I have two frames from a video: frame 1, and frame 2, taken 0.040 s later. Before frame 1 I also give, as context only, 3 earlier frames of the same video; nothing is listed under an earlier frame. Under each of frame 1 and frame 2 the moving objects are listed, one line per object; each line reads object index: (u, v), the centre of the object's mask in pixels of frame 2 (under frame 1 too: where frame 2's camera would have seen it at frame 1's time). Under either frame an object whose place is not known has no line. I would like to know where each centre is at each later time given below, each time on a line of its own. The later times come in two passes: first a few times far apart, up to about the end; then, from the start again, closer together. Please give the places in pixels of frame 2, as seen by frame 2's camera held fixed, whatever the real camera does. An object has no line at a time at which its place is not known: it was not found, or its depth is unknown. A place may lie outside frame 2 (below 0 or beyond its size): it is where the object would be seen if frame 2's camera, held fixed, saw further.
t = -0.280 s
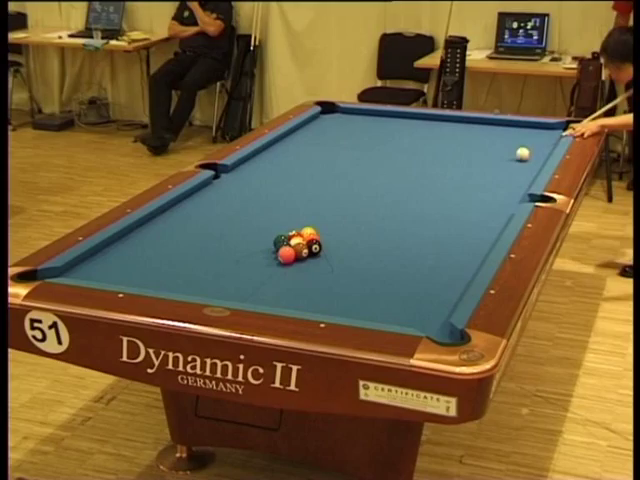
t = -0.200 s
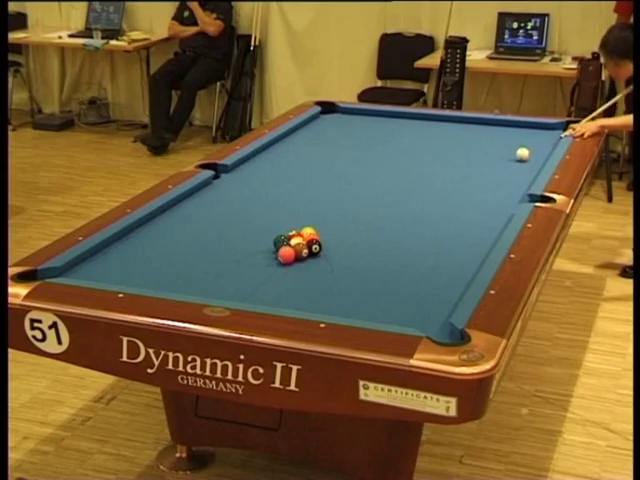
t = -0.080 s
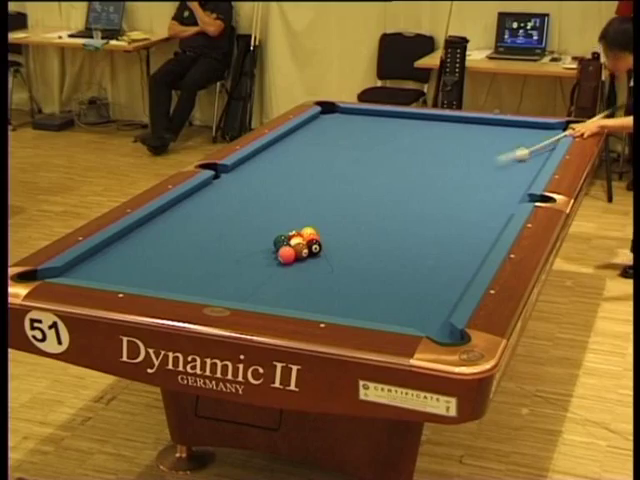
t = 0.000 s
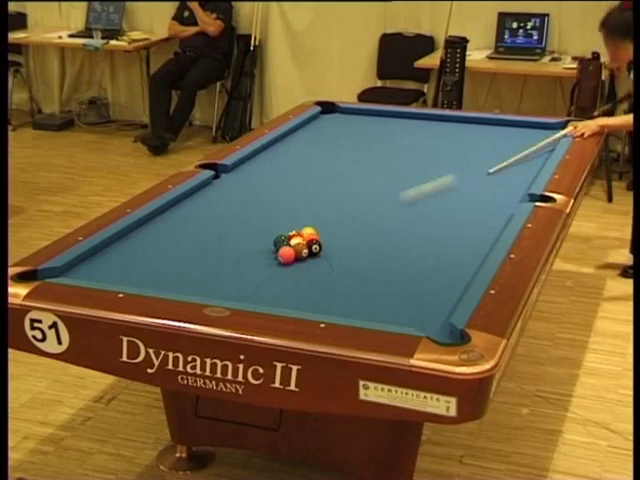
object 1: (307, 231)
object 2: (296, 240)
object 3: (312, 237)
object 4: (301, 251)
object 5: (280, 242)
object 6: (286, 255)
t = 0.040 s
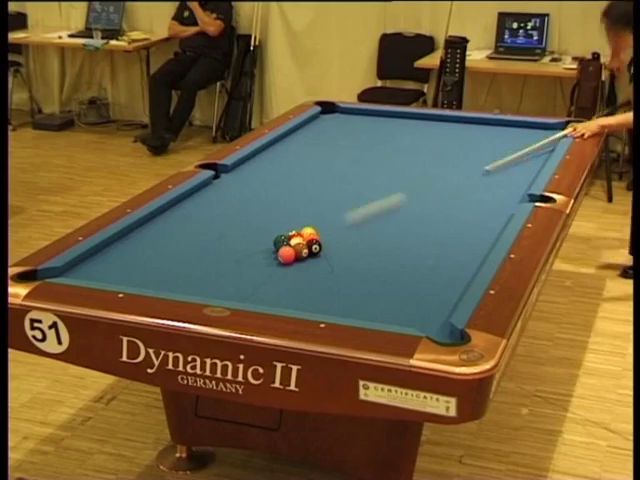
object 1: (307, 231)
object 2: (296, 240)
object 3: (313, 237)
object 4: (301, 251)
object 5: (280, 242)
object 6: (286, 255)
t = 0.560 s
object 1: (261, 197)
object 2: (300, 247)
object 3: (333, 241)
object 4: (412, 272)
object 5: (235, 274)
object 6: (304, 306)
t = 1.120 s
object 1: (222, 171)
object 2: (301, 248)
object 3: (351, 242)
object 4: (443, 249)
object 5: (193, 290)
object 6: (354, 299)
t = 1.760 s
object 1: (247, 167)
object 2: (301, 249)
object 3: (364, 241)
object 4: (434, 251)
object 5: (205, 275)
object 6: (400, 289)
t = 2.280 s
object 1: (269, 162)
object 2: (301, 248)
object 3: (368, 242)
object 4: (432, 252)
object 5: (213, 264)
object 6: (430, 282)
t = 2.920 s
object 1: (290, 157)
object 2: (301, 248)
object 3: (368, 242)
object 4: (432, 252)
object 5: (220, 254)
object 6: (456, 276)
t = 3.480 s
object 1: (303, 155)
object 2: (301, 248)
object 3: (368, 242)
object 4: (432, 252)
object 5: (223, 249)
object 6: (470, 272)
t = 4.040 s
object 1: (312, 153)
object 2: (301, 248)
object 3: (368, 242)
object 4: (432, 252)
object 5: (225, 246)
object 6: (469, 270)
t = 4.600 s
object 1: (316, 152)
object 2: (301, 248)
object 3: (368, 242)
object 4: (432, 251)
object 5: (226, 246)
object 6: (468, 270)
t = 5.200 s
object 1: (316, 152)
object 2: (301, 248)
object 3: (368, 242)
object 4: (432, 252)
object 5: (227, 246)
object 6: (468, 270)
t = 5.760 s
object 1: (317, 152)
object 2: (301, 248)
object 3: (368, 242)
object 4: (432, 252)
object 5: (227, 246)
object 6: (468, 270)
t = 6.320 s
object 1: (317, 152)
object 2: (301, 248)
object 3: (368, 242)
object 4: (432, 251)
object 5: (227, 246)
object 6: (468, 270)
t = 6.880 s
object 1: (317, 152)
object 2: (301, 248)
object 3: (368, 241)
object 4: (432, 252)
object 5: (227, 246)
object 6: (468, 270)
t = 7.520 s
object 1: (316, 152)
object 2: (301, 249)
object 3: (368, 242)
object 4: (432, 252)
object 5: (227, 246)
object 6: (468, 270)
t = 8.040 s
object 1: (317, 152)
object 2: (301, 249)
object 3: (368, 242)
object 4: (432, 252)
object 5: (227, 246)
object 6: (468, 270)
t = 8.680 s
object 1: (316, 152)
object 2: (301, 249)
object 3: (368, 242)
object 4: (432, 252)
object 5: (227, 246)
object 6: (468, 270)
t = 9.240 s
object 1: (316, 152)
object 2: (301, 248)
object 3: (368, 242)
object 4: (432, 252)
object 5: (226, 246)
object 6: (468, 270)
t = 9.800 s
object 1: (316, 152)
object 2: (301, 248)
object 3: (368, 242)
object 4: (432, 251)
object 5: (226, 246)
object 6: (468, 270)
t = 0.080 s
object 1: (307, 231)
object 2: (296, 241)
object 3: (313, 237)
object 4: (301, 251)
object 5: (280, 242)
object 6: (286, 256)
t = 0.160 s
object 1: (297, 227)
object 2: (298, 245)
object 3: (316, 241)
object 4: (307, 265)
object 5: (274, 254)
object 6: (285, 280)
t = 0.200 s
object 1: (292, 223)
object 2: (298, 245)
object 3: (317, 241)
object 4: (309, 272)
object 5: (270, 256)
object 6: (284, 293)
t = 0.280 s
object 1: (284, 217)
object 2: (299, 246)
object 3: (321, 241)
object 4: (314, 284)
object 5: (262, 260)
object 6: (294, 302)
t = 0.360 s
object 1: (277, 211)
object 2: (299, 247)
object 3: (324, 241)
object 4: (334, 287)
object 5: (254, 264)
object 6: (305, 300)
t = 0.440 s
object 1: (270, 205)
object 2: (299, 247)
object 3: (328, 241)
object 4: (368, 280)
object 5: (247, 268)
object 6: (299, 304)
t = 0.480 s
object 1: (267, 202)
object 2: (299, 247)
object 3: (330, 241)
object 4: (383, 277)
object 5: (243, 270)
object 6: (297, 307)
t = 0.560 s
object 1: (261, 197)
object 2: (300, 247)
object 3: (333, 241)
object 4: (412, 272)
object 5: (235, 274)
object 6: (304, 306)
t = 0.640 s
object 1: (255, 192)
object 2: (300, 248)
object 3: (336, 241)
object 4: (439, 268)
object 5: (228, 278)
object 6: (311, 305)
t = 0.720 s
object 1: (249, 187)
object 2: (300, 248)
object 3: (339, 241)
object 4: (465, 266)
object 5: (220, 282)
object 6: (319, 305)
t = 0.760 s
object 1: (246, 184)
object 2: (301, 248)
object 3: (340, 241)
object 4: (475, 263)
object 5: (216, 284)
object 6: (323, 305)
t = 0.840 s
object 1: (241, 179)
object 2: (301, 248)
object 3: (343, 241)
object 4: (466, 259)
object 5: (208, 287)
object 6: (330, 304)
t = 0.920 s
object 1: (235, 175)
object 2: (301, 248)
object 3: (346, 242)
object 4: (457, 254)
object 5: (200, 289)
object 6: (337, 303)
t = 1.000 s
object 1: (230, 171)
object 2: (301, 248)
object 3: (348, 242)
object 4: (448, 249)
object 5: (193, 291)
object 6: (344, 301)
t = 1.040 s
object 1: (227, 169)
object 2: (301, 248)
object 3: (349, 241)
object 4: (444, 248)
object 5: (192, 291)
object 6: (347, 300)
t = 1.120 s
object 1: (222, 171)
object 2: (301, 248)
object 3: (351, 242)
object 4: (443, 249)
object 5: (193, 290)
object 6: (354, 299)
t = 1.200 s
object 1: (219, 173)
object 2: (301, 248)
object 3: (353, 241)
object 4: (441, 249)
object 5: (195, 288)
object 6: (361, 297)
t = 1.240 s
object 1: (221, 172)
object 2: (301, 249)
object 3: (354, 241)
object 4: (440, 250)
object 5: (196, 287)
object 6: (364, 297)
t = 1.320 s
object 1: (224, 171)
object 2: (301, 249)
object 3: (356, 242)
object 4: (439, 250)
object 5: (197, 286)
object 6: (370, 295)
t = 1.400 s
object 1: (229, 170)
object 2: (301, 248)
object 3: (358, 241)
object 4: (438, 250)
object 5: (199, 284)
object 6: (376, 294)
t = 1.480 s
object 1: (233, 170)
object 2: (301, 249)
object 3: (360, 241)
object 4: (437, 250)
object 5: (201, 282)
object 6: (381, 293)
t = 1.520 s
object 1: (235, 169)
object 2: (301, 248)
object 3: (360, 242)
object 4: (436, 250)
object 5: (201, 280)
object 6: (384, 292)
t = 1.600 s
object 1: (239, 168)
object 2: (301, 248)
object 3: (362, 241)
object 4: (435, 251)
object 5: (201, 278)
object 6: (390, 291)
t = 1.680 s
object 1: (243, 168)
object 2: (301, 248)
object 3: (363, 242)
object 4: (435, 251)
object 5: (202, 277)
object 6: (395, 290)
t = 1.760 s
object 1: (247, 167)
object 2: (301, 249)
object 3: (364, 241)
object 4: (434, 251)
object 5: (205, 275)
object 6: (400, 289)
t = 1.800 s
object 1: (248, 166)
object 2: (301, 248)
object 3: (365, 241)
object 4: (434, 251)
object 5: (206, 274)
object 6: (403, 288)
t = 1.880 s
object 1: (252, 166)
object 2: (301, 248)
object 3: (366, 241)
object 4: (433, 251)
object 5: (208, 272)
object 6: (408, 287)
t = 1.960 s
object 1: (256, 165)
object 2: (301, 248)
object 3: (366, 241)
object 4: (433, 252)
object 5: (209, 270)
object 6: (412, 286)
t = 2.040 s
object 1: (259, 164)
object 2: (301, 248)
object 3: (367, 241)
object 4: (433, 251)
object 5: (210, 268)
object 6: (417, 285)
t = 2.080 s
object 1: (261, 164)
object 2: (301, 248)
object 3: (367, 241)
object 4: (433, 252)
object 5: (211, 267)
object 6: (419, 285)
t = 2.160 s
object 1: (264, 163)
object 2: (301, 248)
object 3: (368, 242)
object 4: (432, 252)
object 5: (212, 266)
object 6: (424, 284)
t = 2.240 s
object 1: (267, 162)
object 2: (301, 248)
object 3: (368, 242)
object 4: (432, 252)
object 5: (213, 265)
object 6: (428, 283)
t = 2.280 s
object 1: (269, 162)
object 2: (301, 248)
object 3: (368, 242)
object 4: (432, 252)
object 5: (213, 264)
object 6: (430, 282)
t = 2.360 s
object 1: (272, 161)
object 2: (301, 248)
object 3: (368, 242)
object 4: (432, 252)
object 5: (214, 262)
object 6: (434, 282)
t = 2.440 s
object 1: (274, 161)
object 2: (301, 248)
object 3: (368, 242)
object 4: (432, 252)
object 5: (215, 261)
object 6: (437, 281)
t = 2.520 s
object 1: (277, 160)
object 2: (301, 248)
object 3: (368, 242)
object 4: (432, 252)
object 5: (216, 259)
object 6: (441, 280)
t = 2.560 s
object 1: (279, 160)
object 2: (301, 248)
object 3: (368, 242)
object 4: (432, 252)
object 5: (217, 258)
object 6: (443, 280)
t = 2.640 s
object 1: (281, 159)
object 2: (301, 248)
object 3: (368, 242)
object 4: (432, 251)
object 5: (218, 258)
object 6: (446, 278)
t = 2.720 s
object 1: (284, 159)
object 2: (301, 248)
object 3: (368, 242)
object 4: (432, 251)
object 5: (218, 257)
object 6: (449, 278)
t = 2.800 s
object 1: (286, 159)
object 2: (301, 248)
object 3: (368, 242)
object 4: (432, 251)
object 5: (219, 256)
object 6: (452, 277)
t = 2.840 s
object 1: (287, 158)
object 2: (301, 248)
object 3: (368, 242)
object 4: (432, 252)
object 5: (220, 255)
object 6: (454, 277)
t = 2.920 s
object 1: (290, 157)
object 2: (301, 248)
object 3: (368, 242)
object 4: (432, 252)
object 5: (220, 254)
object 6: (456, 276)
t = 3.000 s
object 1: (292, 157)
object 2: (301, 248)
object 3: (368, 242)
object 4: (432, 252)
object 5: (221, 253)
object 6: (459, 275)
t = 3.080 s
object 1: (294, 157)
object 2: (301, 248)
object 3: (368, 242)
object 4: (432, 251)
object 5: (221, 252)
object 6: (462, 275)
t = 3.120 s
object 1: (295, 156)
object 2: (301, 248)
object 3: (368, 242)
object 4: (432, 252)
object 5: (222, 251)
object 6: (463, 275)
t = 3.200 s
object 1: (297, 156)
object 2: (301, 248)
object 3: (368, 242)
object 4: (432, 251)
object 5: (222, 251)
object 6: (465, 274)
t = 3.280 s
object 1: (299, 156)
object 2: (301, 248)
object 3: (368, 242)
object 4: (432, 252)
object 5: (223, 250)
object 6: (467, 274)
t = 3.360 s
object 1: (300, 155)
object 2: (301, 248)
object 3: (368, 241)
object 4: (432, 252)
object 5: (223, 249)
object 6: (469, 273)
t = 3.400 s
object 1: (301, 155)
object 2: (301, 248)
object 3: (368, 242)
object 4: (432, 252)
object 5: (223, 249)
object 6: (470, 272)
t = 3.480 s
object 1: (303, 155)
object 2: (301, 248)
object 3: (368, 242)
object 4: (432, 252)
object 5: (223, 249)
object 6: (470, 272)
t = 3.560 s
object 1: (304, 154)
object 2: (301, 248)
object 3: (368, 242)
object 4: (432, 252)
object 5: (223, 248)
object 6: (470, 271)
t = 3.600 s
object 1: (305, 154)
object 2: (301, 248)
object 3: (368, 242)
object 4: (432, 252)
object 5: (224, 248)
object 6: (470, 271)
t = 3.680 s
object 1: (306, 154)
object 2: (301, 248)
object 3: (368, 242)
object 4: (432, 252)
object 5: (224, 247)
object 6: (470, 271)
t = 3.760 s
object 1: (308, 154)
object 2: (301, 248)
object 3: (368, 242)
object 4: (432, 252)
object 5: (224, 247)
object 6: (470, 271)
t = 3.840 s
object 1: (309, 154)
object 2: (301, 248)
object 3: (368, 242)
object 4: (432, 252)
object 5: (224, 247)
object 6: (469, 271)
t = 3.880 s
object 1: (309, 154)
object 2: (301, 248)
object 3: (368, 242)
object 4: (432, 252)
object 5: (224, 247)
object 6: (469, 271)
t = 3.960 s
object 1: (311, 153)
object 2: (301, 248)
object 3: (368, 242)
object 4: (432, 251)
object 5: (224, 247)
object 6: (469, 270)
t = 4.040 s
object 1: (312, 153)
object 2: (301, 248)
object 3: (368, 242)
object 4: (432, 252)
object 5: (225, 246)
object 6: (469, 270)
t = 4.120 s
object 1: (312, 153)
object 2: (301, 248)
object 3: (368, 242)
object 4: (432, 251)
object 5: (225, 246)
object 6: (468, 270)
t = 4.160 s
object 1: (313, 153)
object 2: (301, 248)
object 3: (368, 242)
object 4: (432, 252)
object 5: (226, 246)
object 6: (468, 270)
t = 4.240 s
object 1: (313, 153)
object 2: (301, 248)
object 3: (368, 242)
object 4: (432, 251)
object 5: (226, 246)
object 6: (468, 270)
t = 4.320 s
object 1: (314, 153)
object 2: (301, 248)
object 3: (368, 242)
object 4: (432, 251)
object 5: (226, 246)
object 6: (468, 270)
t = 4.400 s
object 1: (315, 152)
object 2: (301, 248)
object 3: (368, 242)
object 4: (432, 251)
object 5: (226, 246)
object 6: (468, 270)
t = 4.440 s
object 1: (315, 152)
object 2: (301, 248)
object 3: (368, 242)
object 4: (432, 251)
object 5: (226, 246)
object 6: (468, 270)
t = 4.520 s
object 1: (315, 152)
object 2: (301, 248)
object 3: (368, 242)
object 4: (432, 251)
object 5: (226, 246)
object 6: (468, 270)
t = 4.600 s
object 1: (316, 152)
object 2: (301, 248)
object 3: (368, 242)
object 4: (432, 251)
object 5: (226, 246)
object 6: (468, 270)
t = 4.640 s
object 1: (316, 152)
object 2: (301, 248)
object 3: (368, 242)
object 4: (432, 252)
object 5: (226, 246)
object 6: (468, 270)
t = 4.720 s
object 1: (316, 152)
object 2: (301, 248)
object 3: (368, 242)
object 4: (432, 251)
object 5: (226, 246)
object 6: (468, 270)
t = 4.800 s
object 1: (317, 152)
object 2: (301, 248)
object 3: (368, 242)
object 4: (432, 251)
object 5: (226, 246)
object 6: (468, 270)
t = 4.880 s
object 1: (316, 152)
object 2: (301, 248)
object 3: (368, 242)
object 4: (432, 251)
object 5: (226, 246)
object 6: (468, 270)
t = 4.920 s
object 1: (317, 152)
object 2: (301, 248)
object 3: (368, 242)
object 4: (432, 251)
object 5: (226, 246)
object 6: (468, 270)
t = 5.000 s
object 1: (316, 152)
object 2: (301, 248)
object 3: (368, 242)
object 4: (432, 251)
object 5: (226, 246)
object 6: (468, 270)
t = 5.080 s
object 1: (317, 152)
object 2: (301, 248)
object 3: (368, 242)
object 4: (432, 252)
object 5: (226, 246)
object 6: (468, 270)
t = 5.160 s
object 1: (316, 152)
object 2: (301, 248)
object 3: (368, 242)
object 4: (432, 252)
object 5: (227, 246)
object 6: (468, 270)
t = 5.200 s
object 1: (316, 152)
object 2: (301, 248)
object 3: (368, 242)
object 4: (432, 252)
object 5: (227, 246)
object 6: (468, 270)
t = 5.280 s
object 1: (316, 152)
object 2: (301, 248)
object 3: (368, 242)
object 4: (432, 251)
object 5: (227, 246)
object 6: (468, 270)
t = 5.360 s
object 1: (316, 152)
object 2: (301, 248)
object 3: (368, 242)
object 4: (432, 252)
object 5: (227, 246)
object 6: (468, 270)
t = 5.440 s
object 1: (316, 152)
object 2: (301, 248)
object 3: (368, 242)
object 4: (432, 252)
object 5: (227, 246)
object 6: (468, 270)
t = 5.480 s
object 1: (316, 152)
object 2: (301, 248)
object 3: (368, 242)
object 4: (432, 252)
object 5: (227, 246)
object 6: (468, 270)
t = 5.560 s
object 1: (317, 152)
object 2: (301, 248)
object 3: (368, 242)
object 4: (432, 252)
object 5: (227, 246)
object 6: (468, 270)
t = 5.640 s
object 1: (316, 152)
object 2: (301, 248)
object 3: (368, 241)
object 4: (432, 251)
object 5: (226, 246)
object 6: (468, 270)
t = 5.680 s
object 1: (317, 152)
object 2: (301, 248)
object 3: (368, 241)
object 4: (432, 252)
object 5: (226, 246)
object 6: (468, 270)
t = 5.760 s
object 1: (317, 152)
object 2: (301, 248)
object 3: (368, 242)
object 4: (432, 252)
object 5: (227, 246)
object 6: (468, 270)
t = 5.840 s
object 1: (317, 152)
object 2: (301, 249)
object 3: (368, 242)
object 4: (432, 252)
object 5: (227, 246)
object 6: (468, 270)
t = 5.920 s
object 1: (316, 152)
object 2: (301, 248)
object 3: (368, 242)
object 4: (432, 252)
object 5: (227, 246)
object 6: (468, 270)
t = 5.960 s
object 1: (317, 152)
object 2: (301, 248)
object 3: (368, 242)
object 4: (432, 251)
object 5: (227, 246)
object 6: (468, 270)
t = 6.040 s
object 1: (317, 152)
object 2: (301, 248)
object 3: (368, 242)
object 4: (432, 252)
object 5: (227, 246)
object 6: (468, 270)
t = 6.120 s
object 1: (317, 152)
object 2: (301, 248)
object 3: (368, 242)
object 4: (432, 251)
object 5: (227, 246)
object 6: (468, 270)
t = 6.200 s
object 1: (317, 152)
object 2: (301, 248)
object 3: (368, 241)
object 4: (432, 251)
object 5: (227, 246)
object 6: (468, 270)
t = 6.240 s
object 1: (316, 152)
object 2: (301, 248)
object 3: (368, 242)
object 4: (432, 251)
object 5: (227, 246)
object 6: (468, 270)
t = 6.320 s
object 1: (317, 152)
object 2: (301, 248)
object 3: (368, 242)
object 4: (432, 251)
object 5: (227, 246)
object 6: (468, 270)
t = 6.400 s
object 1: (317, 152)
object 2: (301, 248)
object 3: (368, 241)
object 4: (432, 251)
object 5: (227, 246)
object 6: (468, 270)
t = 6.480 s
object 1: (317, 152)
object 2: (301, 248)
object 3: (368, 241)
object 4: (432, 252)
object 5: (227, 246)
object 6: (468, 270)
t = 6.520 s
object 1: (317, 152)
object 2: (301, 248)
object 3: (368, 242)
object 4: (432, 251)
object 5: (227, 246)
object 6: (468, 270)
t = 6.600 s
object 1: (317, 152)
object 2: (301, 248)
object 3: (368, 242)
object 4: (432, 251)
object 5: (227, 246)
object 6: (468, 270)
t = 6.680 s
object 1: (317, 152)
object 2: (301, 248)
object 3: (368, 242)
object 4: (432, 251)
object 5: (227, 246)
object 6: (468, 270)
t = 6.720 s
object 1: (317, 152)
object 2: (301, 249)
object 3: (368, 242)
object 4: (432, 251)
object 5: (227, 246)
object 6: (468, 270)
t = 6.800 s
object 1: (317, 152)
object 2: (301, 248)
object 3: (368, 242)
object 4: (432, 252)
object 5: (227, 245)
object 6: (468, 270)
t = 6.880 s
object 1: (317, 152)
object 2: (301, 248)
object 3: (368, 241)
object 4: (432, 252)
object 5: (227, 246)
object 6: (468, 270)
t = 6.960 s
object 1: (317, 152)
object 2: (301, 249)
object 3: (368, 241)
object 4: (432, 252)
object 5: (227, 246)
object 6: (467, 270)
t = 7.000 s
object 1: (317, 152)
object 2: (301, 248)
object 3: (368, 241)
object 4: (432, 252)
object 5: (227, 246)
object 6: (468, 270)
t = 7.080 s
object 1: (317, 152)
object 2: (301, 248)
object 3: (368, 242)
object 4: (432, 252)
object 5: (227, 246)
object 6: (468, 270)
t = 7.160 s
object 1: (316, 152)
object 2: (301, 248)
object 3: (368, 242)
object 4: (432, 252)
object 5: (227, 246)
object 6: (468, 270)
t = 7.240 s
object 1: (317, 152)
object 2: (301, 249)
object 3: (368, 242)
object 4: (432, 252)
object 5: (227, 246)
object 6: (468, 270)
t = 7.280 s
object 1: (317, 152)
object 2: (301, 249)
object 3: (368, 242)
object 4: (432, 252)
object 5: (227, 246)
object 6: (468, 270)
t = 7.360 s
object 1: (317, 152)
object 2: (301, 249)
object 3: (368, 242)
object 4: (432, 252)
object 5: (227, 246)
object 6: (468, 270)
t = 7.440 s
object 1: (316, 152)
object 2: (301, 249)
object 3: (368, 242)
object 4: (432, 252)
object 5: (227, 246)
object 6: (468, 270)
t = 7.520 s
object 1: (316, 152)
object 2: (301, 249)
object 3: (368, 242)
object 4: (432, 252)
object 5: (227, 246)
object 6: (468, 270)
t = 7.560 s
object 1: (316, 152)
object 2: (301, 249)
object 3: (368, 242)
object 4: (432, 251)
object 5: (227, 246)
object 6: (468, 270)
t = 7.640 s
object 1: (316, 152)
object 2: (301, 249)
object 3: (368, 242)
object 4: (432, 252)
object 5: (227, 246)
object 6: (468, 270)
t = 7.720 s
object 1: (317, 152)
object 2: (301, 249)
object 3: (368, 242)
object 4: (432, 252)
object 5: (227, 246)
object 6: (468, 270)
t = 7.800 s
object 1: (317, 152)
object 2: (301, 249)
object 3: (368, 242)
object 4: (432, 252)
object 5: (227, 246)
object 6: (468, 270)
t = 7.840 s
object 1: (317, 152)
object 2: (301, 249)
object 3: (368, 242)
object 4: (432, 252)
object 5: (227, 246)
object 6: (468, 270)
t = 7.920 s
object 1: (317, 152)
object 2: (301, 249)
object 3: (368, 242)
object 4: (432, 252)
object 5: (227, 246)
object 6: (468, 270)
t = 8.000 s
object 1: (317, 152)
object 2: (301, 249)
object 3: (368, 242)
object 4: (432, 252)
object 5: (227, 246)
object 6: (468, 270)
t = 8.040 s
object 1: (317, 152)
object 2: (301, 249)
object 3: (368, 242)
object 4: (432, 252)
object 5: (227, 246)
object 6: (468, 270)
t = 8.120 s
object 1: (317, 152)
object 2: (301, 249)
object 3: (368, 242)
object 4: (432, 251)
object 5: (227, 246)
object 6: (468, 270)
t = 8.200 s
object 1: (316, 152)
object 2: (301, 249)
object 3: (368, 242)
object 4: (432, 252)
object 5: (227, 246)
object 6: (468, 270)
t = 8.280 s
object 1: (316, 152)
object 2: (301, 249)
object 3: (368, 242)
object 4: (432, 252)
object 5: (227, 246)
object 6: (468, 270)
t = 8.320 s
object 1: (317, 152)
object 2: (301, 249)
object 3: (368, 242)
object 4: (432, 251)
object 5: (227, 246)
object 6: (468, 270)
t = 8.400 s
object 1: (316, 152)
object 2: (301, 249)
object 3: (368, 242)
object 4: (432, 252)
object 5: (227, 246)
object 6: (468, 270)
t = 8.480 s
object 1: (316, 152)
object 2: (301, 249)
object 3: (368, 242)
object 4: (432, 251)
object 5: (227, 246)
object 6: (468, 270)
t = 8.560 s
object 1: (316, 152)
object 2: (301, 249)
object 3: (368, 242)
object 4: (432, 251)
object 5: (227, 246)
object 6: (468, 270)
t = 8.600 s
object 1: (316, 152)
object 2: (301, 249)
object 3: (368, 242)
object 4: (432, 252)
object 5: (226, 246)
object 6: (468, 270)
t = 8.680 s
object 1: (316, 152)
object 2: (301, 249)
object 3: (368, 242)
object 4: (432, 252)
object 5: (227, 246)
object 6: (468, 270)
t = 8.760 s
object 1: (316, 152)
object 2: (301, 248)
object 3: (368, 242)
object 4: (432, 252)
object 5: (226, 246)
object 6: (468, 270)
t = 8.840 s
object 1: (316, 152)
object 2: (301, 248)
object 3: (368, 242)
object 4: (432, 252)
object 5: (226, 246)
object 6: (468, 270)
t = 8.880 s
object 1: (316, 152)
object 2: (301, 249)
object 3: (368, 242)
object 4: (432, 252)
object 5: (226, 246)
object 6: (468, 270)
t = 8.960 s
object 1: (316, 152)
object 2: (301, 248)
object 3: (367, 242)
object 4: (432, 251)
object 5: (226, 246)
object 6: (468, 270)
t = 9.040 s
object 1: (316, 152)
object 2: (301, 248)
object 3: (367, 242)
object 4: (432, 252)
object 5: (226, 246)
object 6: (468, 270)
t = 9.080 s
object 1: (316, 152)
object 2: (301, 248)
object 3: (368, 242)
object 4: (432, 252)
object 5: (226, 246)
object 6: (468, 270)
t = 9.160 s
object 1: (316, 152)
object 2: (301, 248)
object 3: (368, 242)
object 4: (432, 251)
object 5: (227, 246)
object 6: (468, 270)
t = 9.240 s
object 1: (316, 152)
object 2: (301, 248)
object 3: (368, 242)
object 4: (432, 252)
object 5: (226, 246)
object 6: (468, 270)
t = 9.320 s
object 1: (316, 152)
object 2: (301, 248)
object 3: (368, 242)
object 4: (432, 251)
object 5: (226, 246)
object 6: (468, 270)
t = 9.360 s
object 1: (316, 152)
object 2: (301, 248)
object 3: (368, 242)
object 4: (432, 252)
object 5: (226, 246)
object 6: (468, 270)
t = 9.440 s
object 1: (316, 152)
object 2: (301, 248)
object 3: (368, 242)
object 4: (432, 252)
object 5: (226, 246)
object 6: (467, 270)
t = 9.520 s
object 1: (316, 152)
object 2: (301, 248)
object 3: (368, 242)
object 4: (432, 251)
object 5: (226, 246)
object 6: (468, 270)
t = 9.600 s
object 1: (316, 152)
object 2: (301, 248)
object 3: (368, 242)
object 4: (432, 251)
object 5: (226, 246)
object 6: (468, 270)
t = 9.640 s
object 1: (316, 152)
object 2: (301, 248)
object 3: (368, 242)
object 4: (432, 251)
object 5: (226, 246)
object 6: (468, 270)
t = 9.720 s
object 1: (316, 152)
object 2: (301, 248)
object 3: (368, 242)
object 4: (432, 251)
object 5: (227, 246)
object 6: (468, 270)
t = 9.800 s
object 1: (316, 152)
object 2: (301, 248)
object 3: (368, 242)
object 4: (432, 251)
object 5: (226, 246)
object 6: (468, 270)
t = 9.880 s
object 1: (316, 152)
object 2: (301, 248)
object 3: (368, 241)
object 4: (432, 251)
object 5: (226, 246)
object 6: (468, 270)
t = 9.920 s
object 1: (316, 152)
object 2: (301, 248)
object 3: (368, 241)
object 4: (432, 251)
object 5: (226, 246)
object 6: (468, 270)
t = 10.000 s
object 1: (316, 152)
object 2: (301, 248)
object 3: (368, 242)
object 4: (432, 252)
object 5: (226, 246)
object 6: (468, 270)
